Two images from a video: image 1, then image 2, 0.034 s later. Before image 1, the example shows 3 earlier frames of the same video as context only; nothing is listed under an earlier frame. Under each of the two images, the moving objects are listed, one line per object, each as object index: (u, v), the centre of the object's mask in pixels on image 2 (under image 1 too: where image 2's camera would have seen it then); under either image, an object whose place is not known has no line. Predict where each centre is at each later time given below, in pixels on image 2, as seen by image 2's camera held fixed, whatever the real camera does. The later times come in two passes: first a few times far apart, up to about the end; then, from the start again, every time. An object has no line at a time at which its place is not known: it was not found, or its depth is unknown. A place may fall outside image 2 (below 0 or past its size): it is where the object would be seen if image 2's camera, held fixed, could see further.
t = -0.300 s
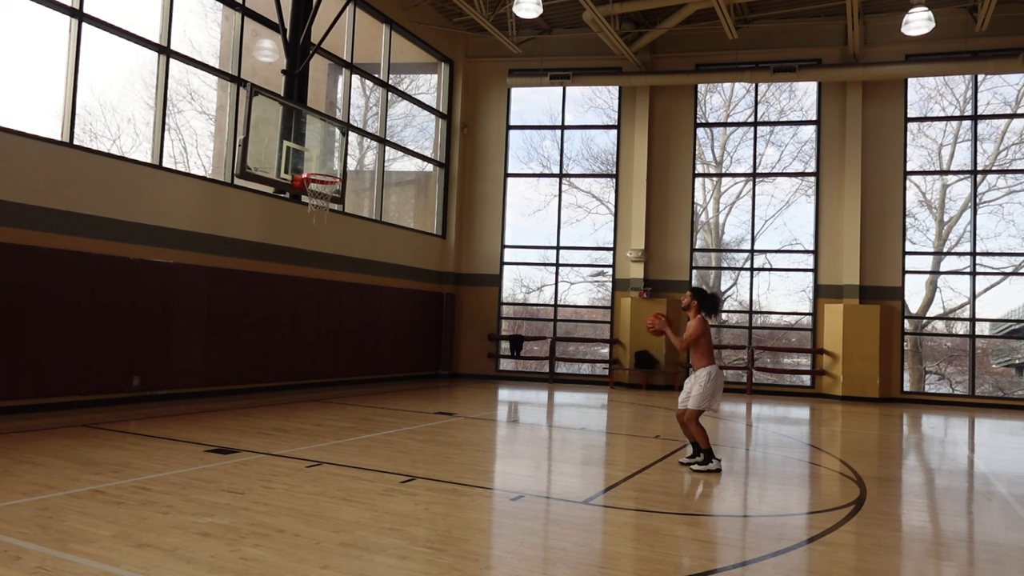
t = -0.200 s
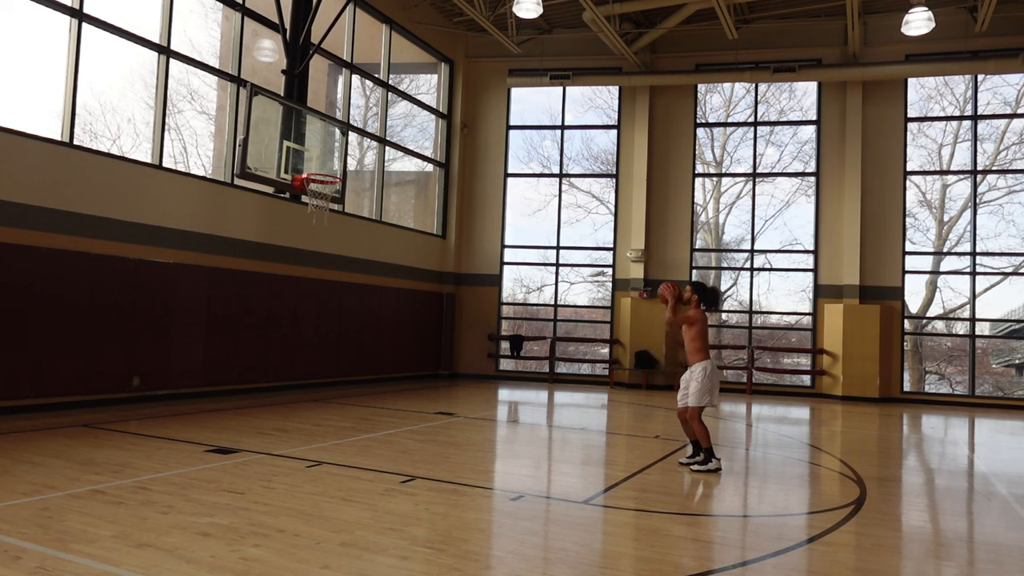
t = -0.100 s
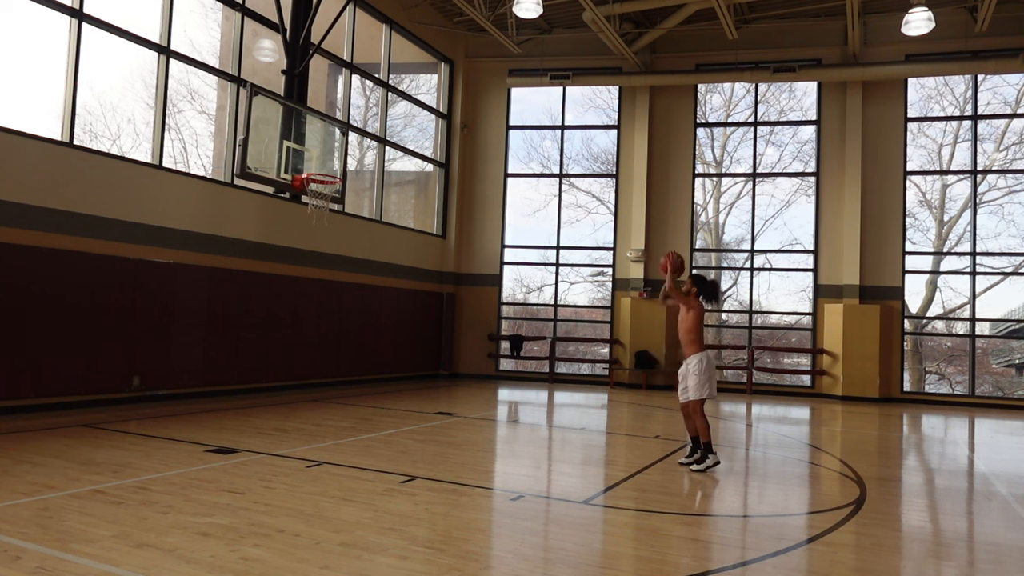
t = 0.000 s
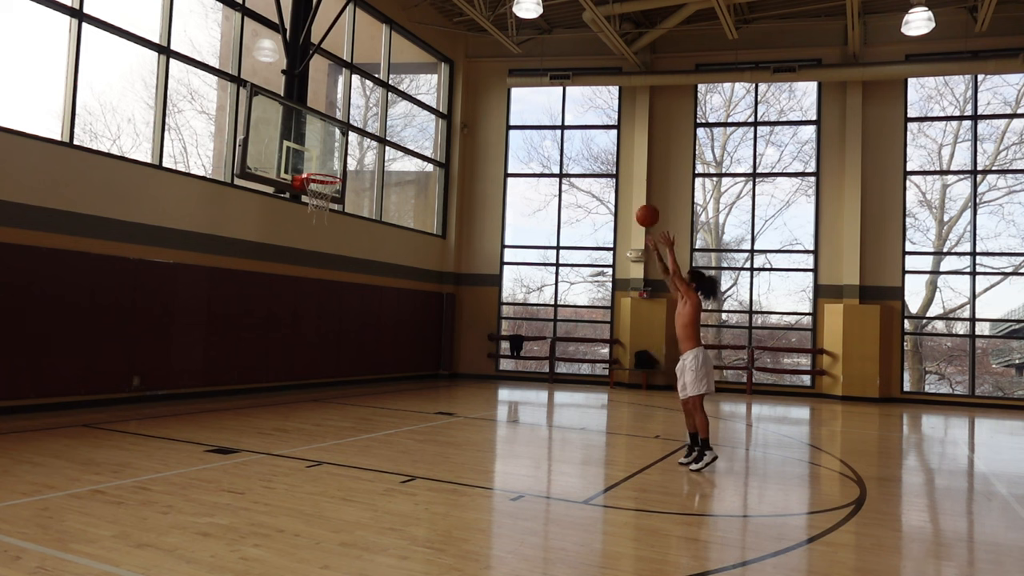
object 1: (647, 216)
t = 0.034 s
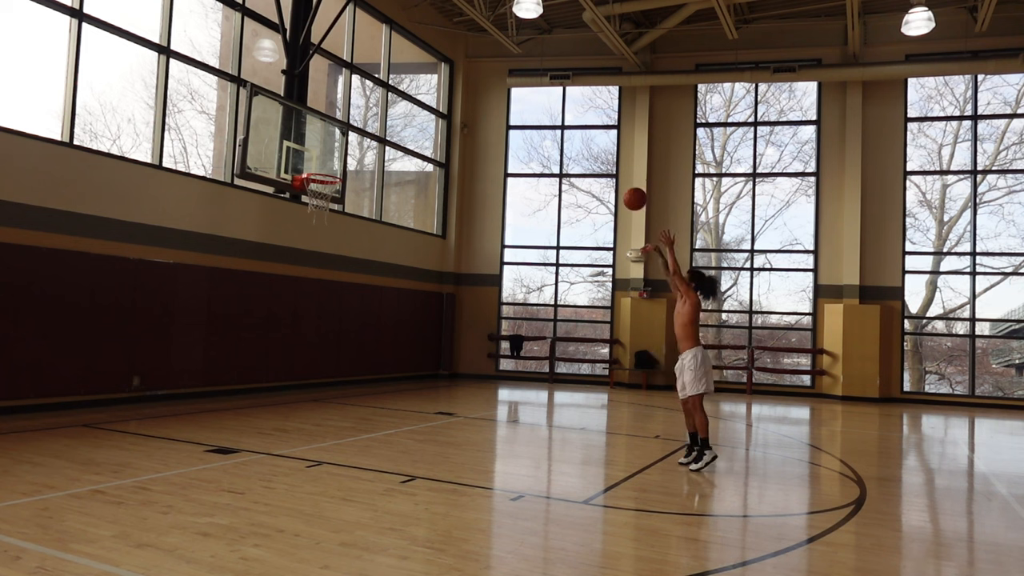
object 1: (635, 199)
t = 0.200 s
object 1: (574, 134)
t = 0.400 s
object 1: (508, 95)
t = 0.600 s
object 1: (446, 91)
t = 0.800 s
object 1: (388, 119)
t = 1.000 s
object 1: (333, 172)
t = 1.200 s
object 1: (313, 202)
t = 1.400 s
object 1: (309, 260)
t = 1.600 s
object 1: (306, 350)
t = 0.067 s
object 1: (622, 183)
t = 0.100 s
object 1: (610, 169)
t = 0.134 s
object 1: (598, 156)
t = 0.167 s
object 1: (586, 145)
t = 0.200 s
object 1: (574, 134)
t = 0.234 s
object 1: (563, 125)
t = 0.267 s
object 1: (552, 117)
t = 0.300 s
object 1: (541, 110)
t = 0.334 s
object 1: (530, 103)
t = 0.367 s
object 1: (519, 98)
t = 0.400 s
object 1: (508, 95)
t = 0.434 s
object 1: (497, 91)
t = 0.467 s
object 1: (486, 90)
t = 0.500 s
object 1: (476, 89)
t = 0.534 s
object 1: (466, 88)
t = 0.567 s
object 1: (456, 89)
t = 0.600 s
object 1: (446, 91)
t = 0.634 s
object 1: (437, 93)
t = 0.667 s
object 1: (427, 97)
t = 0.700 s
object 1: (417, 101)
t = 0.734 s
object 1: (407, 106)
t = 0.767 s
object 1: (398, 112)
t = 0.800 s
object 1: (388, 119)
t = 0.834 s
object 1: (379, 126)
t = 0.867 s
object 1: (369, 135)
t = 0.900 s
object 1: (360, 144)
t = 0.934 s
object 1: (351, 154)
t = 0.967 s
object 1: (341, 164)
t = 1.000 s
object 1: (333, 172)
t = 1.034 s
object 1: (326, 177)
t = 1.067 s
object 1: (317, 182)
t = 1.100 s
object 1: (315, 185)
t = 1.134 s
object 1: (314, 192)
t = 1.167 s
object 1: (314, 198)
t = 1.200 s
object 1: (313, 202)
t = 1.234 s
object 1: (313, 211)
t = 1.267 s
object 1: (312, 219)
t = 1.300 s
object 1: (312, 227)
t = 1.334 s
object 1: (311, 237)
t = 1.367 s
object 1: (311, 247)
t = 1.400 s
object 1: (309, 260)
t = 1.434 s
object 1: (310, 272)
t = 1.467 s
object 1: (310, 285)
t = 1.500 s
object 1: (309, 299)
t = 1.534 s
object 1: (308, 315)
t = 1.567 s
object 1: (307, 332)
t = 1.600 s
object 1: (306, 350)
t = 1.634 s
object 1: (305, 369)
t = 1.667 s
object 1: (305, 388)
